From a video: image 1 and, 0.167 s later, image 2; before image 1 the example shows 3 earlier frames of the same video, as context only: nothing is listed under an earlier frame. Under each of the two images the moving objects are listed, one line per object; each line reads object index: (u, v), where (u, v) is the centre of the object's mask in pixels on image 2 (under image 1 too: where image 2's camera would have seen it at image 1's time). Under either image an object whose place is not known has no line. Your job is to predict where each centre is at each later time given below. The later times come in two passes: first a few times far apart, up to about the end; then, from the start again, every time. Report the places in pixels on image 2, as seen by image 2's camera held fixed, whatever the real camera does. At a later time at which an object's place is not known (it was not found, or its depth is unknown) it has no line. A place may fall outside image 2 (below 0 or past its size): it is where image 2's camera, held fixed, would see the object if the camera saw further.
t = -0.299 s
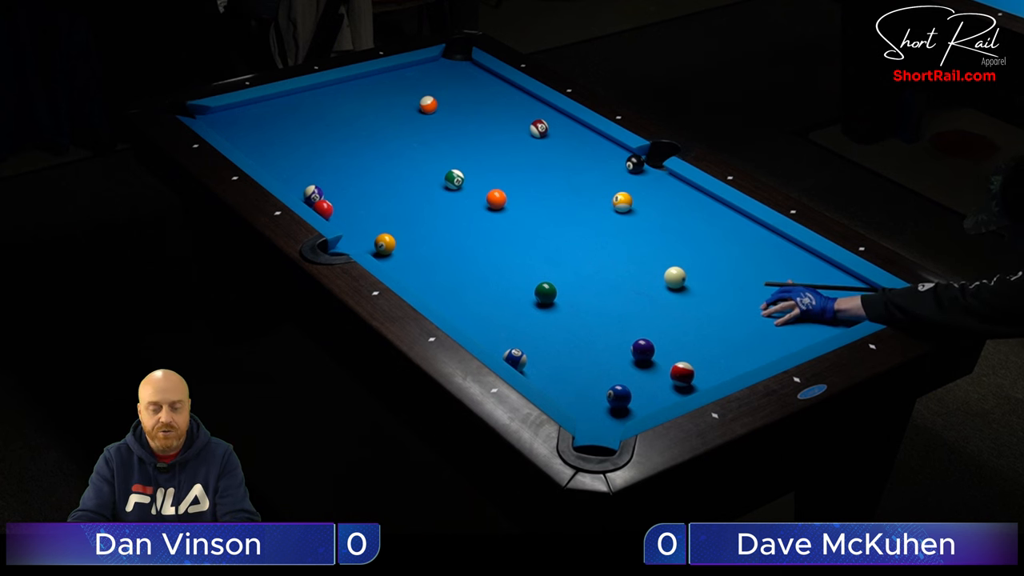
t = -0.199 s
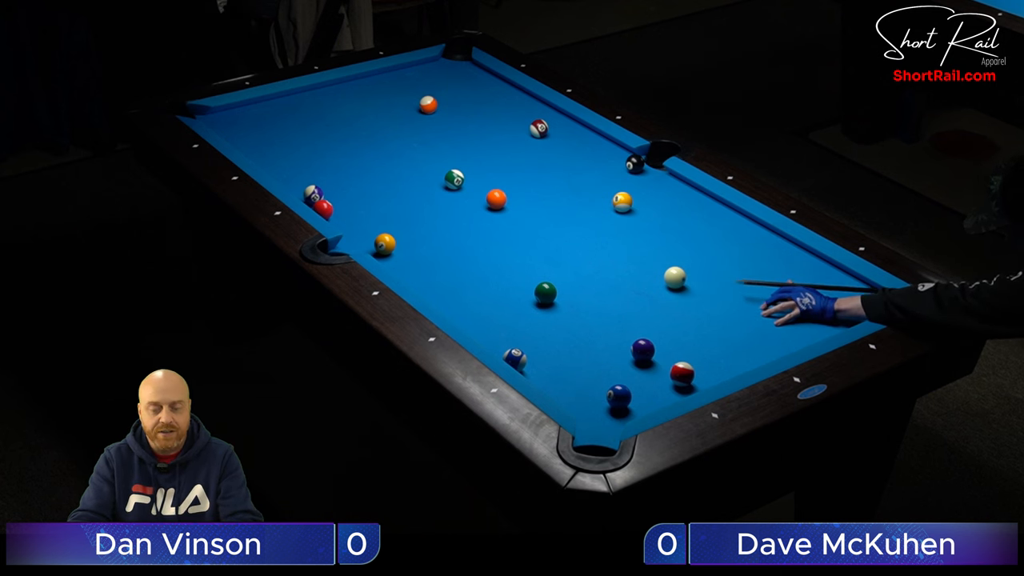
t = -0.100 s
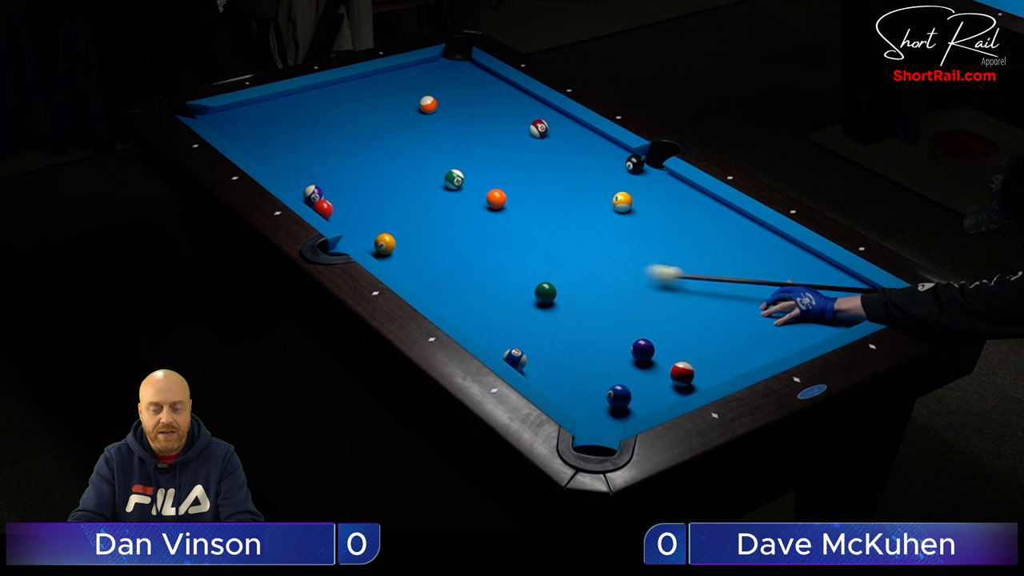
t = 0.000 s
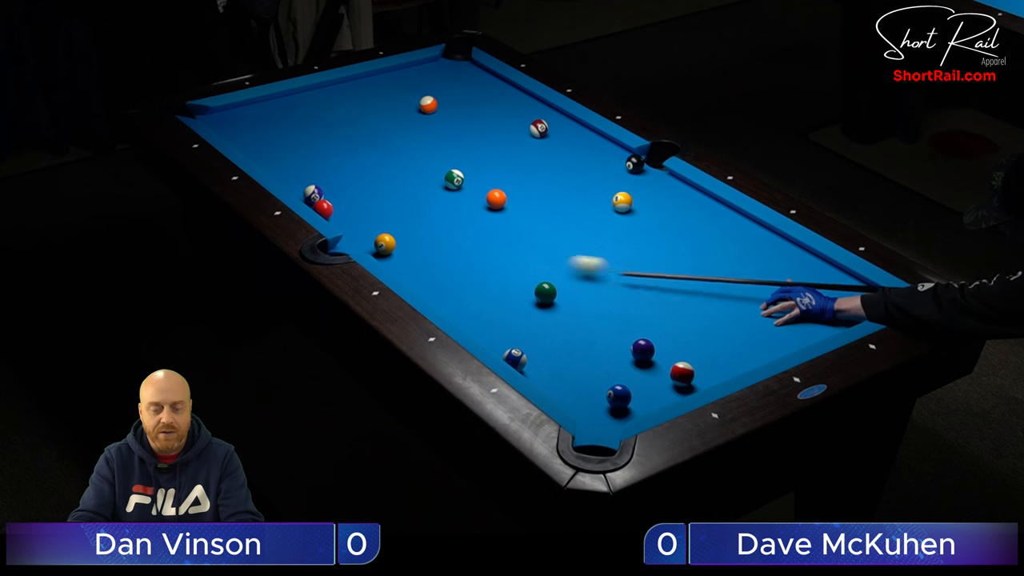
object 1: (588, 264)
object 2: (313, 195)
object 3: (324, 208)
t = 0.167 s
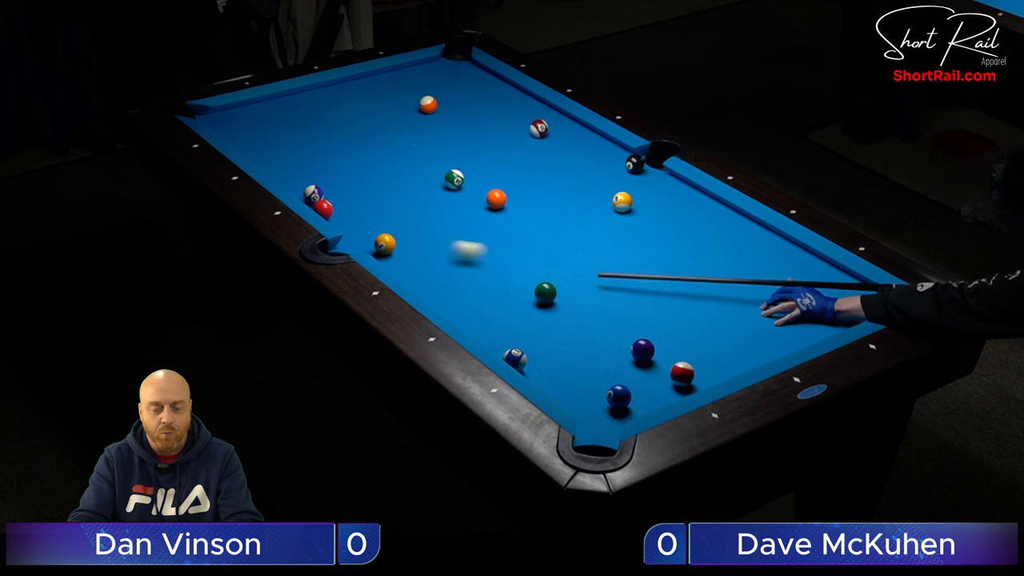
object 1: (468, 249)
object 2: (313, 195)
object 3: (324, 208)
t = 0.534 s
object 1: (372, 224)
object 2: (312, 195)
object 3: (323, 208)
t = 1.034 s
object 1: (348, 200)
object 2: (306, 191)
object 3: (324, 199)
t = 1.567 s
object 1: (361, 184)
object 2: (294, 181)
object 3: (329, 191)
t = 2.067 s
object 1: (372, 173)
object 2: (286, 174)
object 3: (331, 186)
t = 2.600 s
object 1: (381, 165)
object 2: (280, 171)
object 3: (333, 184)
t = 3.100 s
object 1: (387, 160)
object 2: (278, 170)
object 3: (333, 184)
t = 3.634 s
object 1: (391, 158)
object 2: (278, 170)
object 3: (334, 184)
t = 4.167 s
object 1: (392, 158)
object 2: (278, 170)
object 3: (333, 185)
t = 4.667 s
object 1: (393, 158)
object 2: (278, 170)
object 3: (334, 184)
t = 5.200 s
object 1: (393, 158)
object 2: (278, 170)
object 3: (333, 184)
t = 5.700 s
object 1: (393, 158)
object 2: (278, 170)
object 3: (334, 185)
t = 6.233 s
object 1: (392, 158)
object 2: (278, 170)
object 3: (333, 184)
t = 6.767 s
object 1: (392, 158)
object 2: (278, 170)
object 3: (333, 184)
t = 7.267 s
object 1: (392, 158)
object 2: (278, 170)
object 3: (333, 184)
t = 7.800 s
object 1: (392, 158)
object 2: (278, 170)
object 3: (333, 184)
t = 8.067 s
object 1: (392, 158)
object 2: (278, 170)
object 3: (333, 184)
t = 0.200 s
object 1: (445, 247)
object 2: (313, 195)
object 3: (324, 208)
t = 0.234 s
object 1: (421, 244)
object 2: (313, 195)
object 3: (324, 208)
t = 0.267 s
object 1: (406, 243)
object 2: (313, 195)
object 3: (324, 208)
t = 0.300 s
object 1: (405, 241)
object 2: (313, 195)
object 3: (324, 208)
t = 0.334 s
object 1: (402, 238)
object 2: (313, 195)
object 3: (324, 208)
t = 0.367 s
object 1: (399, 236)
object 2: (312, 195)
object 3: (324, 208)
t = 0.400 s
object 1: (395, 233)
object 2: (312, 195)
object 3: (323, 208)
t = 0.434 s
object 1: (390, 231)
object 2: (312, 195)
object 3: (323, 208)
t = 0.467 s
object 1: (384, 228)
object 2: (312, 195)
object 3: (323, 208)
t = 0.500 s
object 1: (378, 226)
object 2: (312, 195)
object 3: (323, 208)
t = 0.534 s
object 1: (372, 224)
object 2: (312, 195)
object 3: (323, 208)
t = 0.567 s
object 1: (366, 221)
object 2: (312, 195)
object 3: (323, 208)
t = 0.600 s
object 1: (360, 219)
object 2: (312, 195)
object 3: (323, 208)
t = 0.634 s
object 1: (355, 217)
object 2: (312, 195)
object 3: (323, 208)
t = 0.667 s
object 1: (349, 215)
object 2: (312, 195)
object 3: (323, 208)
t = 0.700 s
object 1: (344, 212)
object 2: (312, 195)
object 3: (323, 208)
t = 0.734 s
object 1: (343, 211)
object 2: (312, 194)
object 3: (322, 207)
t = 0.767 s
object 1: (342, 209)
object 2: (312, 194)
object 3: (323, 206)
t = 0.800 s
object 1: (342, 208)
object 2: (312, 194)
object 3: (323, 205)
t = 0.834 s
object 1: (343, 207)
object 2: (311, 194)
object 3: (322, 203)
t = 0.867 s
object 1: (343, 205)
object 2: (310, 194)
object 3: (323, 203)
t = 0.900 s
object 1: (344, 204)
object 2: (309, 194)
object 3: (323, 202)
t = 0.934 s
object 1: (344, 203)
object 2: (309, 193)
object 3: (324, 201)
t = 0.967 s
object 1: (346, 202)
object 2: (308, 192)
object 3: (324, 201)
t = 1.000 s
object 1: (347, 201)
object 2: (307, 192)
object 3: (325, 200)
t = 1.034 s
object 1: (348, 200)
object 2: (306, 191)
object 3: (324, 199)
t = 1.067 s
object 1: (348, 199)
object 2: (306, 190)
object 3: (325, 198)
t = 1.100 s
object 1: (349, 197)
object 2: (305, 189)
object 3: (325, 198)
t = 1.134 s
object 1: (350, 196)
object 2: (304, 189)
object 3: (326, 197)
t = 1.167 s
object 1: (351, 195)
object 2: (303, 188)
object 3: (326, 197)
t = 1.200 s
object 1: (352, 194)
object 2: (302, 187)
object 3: (326, 196)
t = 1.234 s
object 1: (353, 193)
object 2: (301, 187)
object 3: (326, 196)
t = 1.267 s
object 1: (354, 192)
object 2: (300, 186)
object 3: (327, 195)
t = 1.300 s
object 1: (355, 191)
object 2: (299, 185)
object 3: (327, 194)
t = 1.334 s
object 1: (355, 190)
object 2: (299, 185)
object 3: (327, 194)
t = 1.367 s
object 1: (356, 189)
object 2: (298, 184)
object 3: (327, 193)
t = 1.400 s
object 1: (357, 188)
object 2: (297, 184)
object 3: (327, 193)
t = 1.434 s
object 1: (358, 187)
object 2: (297, 183)
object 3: (328, 192)
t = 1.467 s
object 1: (359, 187)
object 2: (296, 182)
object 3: (328, 192)
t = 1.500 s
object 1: (359, 186)
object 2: (295, 182)
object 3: (328, 191)
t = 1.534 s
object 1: (360, 185)
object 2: (295, 181)
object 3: (328, 191)
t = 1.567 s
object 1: (361, 184)
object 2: (294, 181)
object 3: (329, 191)
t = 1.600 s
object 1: (362, 183)
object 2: (294, 180)
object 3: (329, 190)
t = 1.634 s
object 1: (363, 182)
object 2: (293, 180)
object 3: (329, 190)
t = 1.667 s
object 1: (364, 182)
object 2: (292, 179)
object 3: (329, 189)
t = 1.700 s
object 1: (364, 181)
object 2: (292, 179)
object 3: (329, 189)
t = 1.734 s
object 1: (365, 180)
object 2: (291, 178)
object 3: (330, 189)
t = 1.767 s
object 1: (366, 179)
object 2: (291, 177)
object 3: (330, 188)
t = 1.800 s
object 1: (366, 179)
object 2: (290, 177)
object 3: (330, 188)
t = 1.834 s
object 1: (367, 178)
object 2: (290, 177)
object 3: (330, 188)
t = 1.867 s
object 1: (368, 177)
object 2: (289, 176)
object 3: (330, 187)
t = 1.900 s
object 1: (369, 177)
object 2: (289, 176)
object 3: (331, 187)
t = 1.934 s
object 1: (369, 176)
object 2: (288, 175)
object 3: (331, 187)
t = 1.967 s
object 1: (370, 175)
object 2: (287, 175)
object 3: (331, 187)
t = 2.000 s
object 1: (371, 174)
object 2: (287, 175)
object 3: (331, 186)
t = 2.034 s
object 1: (371, 174)
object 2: (286, 174)
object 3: (331, 186)
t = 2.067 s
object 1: (372, 173)
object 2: (286, 174)
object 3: (331, 186)
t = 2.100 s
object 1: (373, 173)
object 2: (285, 174)
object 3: (332, 186)
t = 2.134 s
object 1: (373, 172)
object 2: (285, 174)
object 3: (332, 185)
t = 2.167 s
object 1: (374, 171)
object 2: (285, 173)
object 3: (332, 185)
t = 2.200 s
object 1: (375, 171)
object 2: (284, 173)
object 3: (332, 185)
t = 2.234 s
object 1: (375, 170)
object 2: (283, 173)
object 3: (333, 185)
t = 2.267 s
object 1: (376, 170)
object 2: (283, 172)
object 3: (333, 185)
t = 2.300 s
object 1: (376, 169)
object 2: (283, 172)
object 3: (333, 185)
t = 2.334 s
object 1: (377, 169)
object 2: (282, 172)
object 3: (333, 185)
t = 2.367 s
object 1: (377, 168)
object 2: (282, 172)
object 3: (333, 184)
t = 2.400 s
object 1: (378, 168)
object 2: (281, 171)
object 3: (333, 184)
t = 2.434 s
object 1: (379, 167)
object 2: (281, 171)
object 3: (333, 184)
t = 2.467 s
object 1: (379, 167)
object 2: (281, 171)
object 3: (333, 184)
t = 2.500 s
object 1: (380, 166)
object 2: (280, 171)
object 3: (333, 184)
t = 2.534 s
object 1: (380, 166)
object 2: (280, 171)
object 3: (333, 184)
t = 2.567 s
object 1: (380, 165)
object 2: (280, 171)
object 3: (333, 184)
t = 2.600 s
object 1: (381, 165)
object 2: (280, 171)
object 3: (333, 184)
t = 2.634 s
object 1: (382, 165)
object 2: (279, 170)
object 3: (333, 184)
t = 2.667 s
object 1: (382, 164)
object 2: (279, 170)
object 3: (333, 184)
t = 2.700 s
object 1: (382, 164)
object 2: (279, 170)
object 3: (333, 184)
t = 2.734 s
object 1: (383, 163)
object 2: (279, 170)
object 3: (333, 184)
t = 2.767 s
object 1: (383, 163)
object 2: (279, 170)
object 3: (333, 184)
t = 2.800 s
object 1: (383, 163)
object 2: (279, 170)
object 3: (333, 184)
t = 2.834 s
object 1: (384, 162)
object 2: (279, 170)
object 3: (333, 184)
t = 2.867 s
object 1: (384, 162)
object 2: (278, 170)
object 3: (333, 184)
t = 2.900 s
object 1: (385, 162)
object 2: (278, 170)
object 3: (333, 184)
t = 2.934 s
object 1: (385, 161)
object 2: (278, 170)
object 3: (333, 184)
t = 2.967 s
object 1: (386, 161)
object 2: (278, 170)
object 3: (333, 184)
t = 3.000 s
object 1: (386, 161)
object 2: (278, 170)
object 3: (333, 184)
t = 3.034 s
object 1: (386, 160)
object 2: (278, 170)
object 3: (333, 184)
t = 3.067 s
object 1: (387, 160)
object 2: (278, 170)
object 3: (333, 184)
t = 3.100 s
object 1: (387, 160)
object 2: (278, 170)
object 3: (333, 184)
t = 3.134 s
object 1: (387, 160)
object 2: (278, 170)
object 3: (333, 185)
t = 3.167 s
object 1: (388, 160)
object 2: (278, 170)
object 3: (333, 185)
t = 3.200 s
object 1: (388, 159)
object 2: (278, 170)
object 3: (333, 184)
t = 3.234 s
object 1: (388, 159)
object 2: (278, 170)
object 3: (333, 184)
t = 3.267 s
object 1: (389, 159)
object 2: (278, 170)
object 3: (333, 185)
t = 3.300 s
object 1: (389, 159)
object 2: (278, 170)
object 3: (333, 184)
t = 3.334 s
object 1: (389, 159)
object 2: (278, 170)
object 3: (333, 184)
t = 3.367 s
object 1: (390, 159)
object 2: (278, 170)
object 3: (333, 184)
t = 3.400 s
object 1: (390, 158)
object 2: (278, 170)
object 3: (333, 184)
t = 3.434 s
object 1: (390, 158)
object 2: (278, 170)
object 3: (334, 184)
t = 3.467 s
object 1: (390, 158)
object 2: (278, 170)
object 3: (334, 185)
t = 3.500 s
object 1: (391, 158)
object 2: (278, 170)
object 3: (334, 185)
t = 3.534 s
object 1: (391, 158)
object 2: (278, 170)
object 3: (334, 185)
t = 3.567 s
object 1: (391, 158)
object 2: (278, 170)
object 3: (334, 184)
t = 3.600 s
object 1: (391, 158)
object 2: (278, 170)
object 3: (334, 184)
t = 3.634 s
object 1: (391, 158)
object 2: (278, 170)
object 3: (334, 184)
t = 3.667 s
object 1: (391, 158)
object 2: (278, 170)
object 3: (334, 185)
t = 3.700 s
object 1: (391, 158)
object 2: (278, 170)
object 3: (334, 185)
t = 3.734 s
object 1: (391, 158)
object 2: (278, 170)
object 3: (334, 185)
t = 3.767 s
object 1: (392, 158)
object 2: (278, 170)
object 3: (334, 184)
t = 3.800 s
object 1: (392, 158)
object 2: (278, 170)
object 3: (334, 184)
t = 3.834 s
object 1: (392, 158)
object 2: (278, 170)
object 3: (334, 184)
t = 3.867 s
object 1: (392, 158)
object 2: (278, 170)
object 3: (334, 185)
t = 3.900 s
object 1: (392, 158)
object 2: (278, 170)
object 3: (333, 185)
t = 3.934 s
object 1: (392, 158)
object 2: (278, 170)
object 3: (333, 185)
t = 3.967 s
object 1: (392, 158)
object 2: (278, 170)
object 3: (333, 185)
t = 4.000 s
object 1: (392, 158)
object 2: (278, 170)
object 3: (333, 185)
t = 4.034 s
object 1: (392, 158)
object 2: (278, 170)
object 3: (333, 185)
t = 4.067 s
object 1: (392, 158)
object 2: (278, 170)
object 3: (333, 185)
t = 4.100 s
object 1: (392, 158)
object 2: (278, 170)
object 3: (333, 185)
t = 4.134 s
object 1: (392, 158)
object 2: (278, 170)
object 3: (333, 185)
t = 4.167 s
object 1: (392, 158)
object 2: (278, 170)
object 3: (333, 185)
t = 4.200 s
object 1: (392, 158)
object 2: (278, 170)
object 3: (333, 185)
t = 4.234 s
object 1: (392, 158)
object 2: (278, 170)
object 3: (333, 185)
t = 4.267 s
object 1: (392, 158)
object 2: (278, 170)
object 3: (333, 185)
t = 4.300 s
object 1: (392, 158)
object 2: (278, 170)
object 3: (333, 184)
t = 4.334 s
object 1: (392, 158)
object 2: (278, 170)
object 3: (333, 184)
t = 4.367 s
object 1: (393, 158)
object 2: (278, 170)
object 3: (333, 184)
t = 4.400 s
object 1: (393, 158)
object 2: (278, 170)
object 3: (334, 184)
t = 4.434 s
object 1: (393, 158)
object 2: (278, 170)
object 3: (334, 184)
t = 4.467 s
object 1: (393, 158)
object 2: (278, 170)
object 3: (334, 184)
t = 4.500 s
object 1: (393, 158)
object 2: (278, 170)
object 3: (334, 184)
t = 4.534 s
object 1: (393, 158)
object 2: (278, 170)
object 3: (334, 184)
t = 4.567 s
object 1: (393, 158)
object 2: (278, 170)
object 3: (334, 184)
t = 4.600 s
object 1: (393, 158)
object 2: (278, 170)
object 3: (334, 184)
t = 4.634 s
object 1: (393, 158)
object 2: (278, 170)
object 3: (334, 184)
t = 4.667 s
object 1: (393, 158)
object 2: (278, 170)
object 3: (334, 184)
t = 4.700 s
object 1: (393, 158)
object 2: (278, 170)
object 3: (334, 184)
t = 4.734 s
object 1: (393, 158)
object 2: (278, 170)
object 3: (334, 184)
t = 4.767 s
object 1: (393, 158)
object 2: (278, 170)
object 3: (334, 184)
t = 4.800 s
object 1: (393, 158)
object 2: (278, 170)
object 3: (334, 184)
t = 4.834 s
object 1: (393, 158)
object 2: (278, 170)
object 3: (334, 184)
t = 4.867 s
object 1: (393, 158)
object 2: (278, 170)
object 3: (334, 184)
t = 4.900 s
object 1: (393, 158)
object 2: (278, 170)
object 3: (334, 184)
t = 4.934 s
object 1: (393, 158)
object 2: (278, 170)
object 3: (334, 184)
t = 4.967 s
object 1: (393, 158)
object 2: (278, 170)
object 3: (334, 184)
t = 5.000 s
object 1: (392, 158)
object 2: (278, 170)
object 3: (333, 184)
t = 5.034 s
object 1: (392, 158)
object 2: (278, 170)
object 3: (333, 184)
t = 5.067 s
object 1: (392, 158)
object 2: (278, 170)
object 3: (333, 184)
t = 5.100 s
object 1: (392, 158)
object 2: (278, 170)
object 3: (333, 184)
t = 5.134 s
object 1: (392, 158)
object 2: (278, 170)
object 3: (333, 184)
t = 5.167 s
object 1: (392, 158)
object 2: (278, 170)
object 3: (333, 185)
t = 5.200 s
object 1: (393, 158)
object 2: (278, 170)
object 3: (333, 184)
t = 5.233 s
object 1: (393, 158)
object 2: (278, 170)
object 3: (333, 184)
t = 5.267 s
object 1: (393, 158)
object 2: (278, 170)
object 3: (333, 184)
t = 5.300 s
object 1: (393, 158)
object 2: (278, 170)
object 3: (333, 184)
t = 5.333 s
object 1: (393, 158)
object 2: (278, 170)
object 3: (333, 184)
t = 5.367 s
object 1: (393, 158)
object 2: (278, 170)
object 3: (333, 184)
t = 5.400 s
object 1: (393, 158)
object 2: (278, 170)
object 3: (334, 184)
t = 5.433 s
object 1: (393, 158)
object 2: (278, 170)
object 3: (334, 185)
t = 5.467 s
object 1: (393, 158)
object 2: (278, 170)
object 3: (334, 185)
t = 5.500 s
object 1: (393, 158)
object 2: (278, 170)
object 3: (334, 185)
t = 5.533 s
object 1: (393, 158)
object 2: (278, 170)
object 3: (334, 185)
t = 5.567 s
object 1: (393, 158)
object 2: (278, 170)
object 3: (334, 185)
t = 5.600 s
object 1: (393, 158)
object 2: (278, 170)
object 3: (334, 185)
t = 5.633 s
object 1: (393, 158)
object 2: (278, 170)
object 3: (334, 185)
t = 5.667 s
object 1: (393, 158)
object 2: (278, 170)
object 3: (334, 184)
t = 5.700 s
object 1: (393, 158)
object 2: (278, 170)
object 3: (334, 185)
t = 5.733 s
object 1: (393, 158)
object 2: (278, 170)
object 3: (334, 185)
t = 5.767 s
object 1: (393, 158)
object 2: (278, 170)
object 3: (334, 184)
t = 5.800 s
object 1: (393, 158)
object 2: (278, 170)
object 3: (334, 184)
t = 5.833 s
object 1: (393, 158)
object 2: (278, 170)
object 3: (334, 184)
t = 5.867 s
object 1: (393, 158)
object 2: (278, 170)
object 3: (334, 184)
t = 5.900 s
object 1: (393, 158)
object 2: (278, 170)
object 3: (334, 184)
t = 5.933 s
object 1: (393, 158)
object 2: (278, 170)
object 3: (333, 184)
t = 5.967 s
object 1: (392, 158)
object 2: (278, 170)
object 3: (333, 184)
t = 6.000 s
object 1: (392, 158)
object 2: (278, 170)
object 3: (333, 184)
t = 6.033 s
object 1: (392, 158)
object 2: (278, 170)
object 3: (333, 184)
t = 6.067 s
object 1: (392, 158)
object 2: (278, 170)
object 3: (333, 184)
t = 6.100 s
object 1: (392, 158)
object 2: (278, 170)
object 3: (333, 184)
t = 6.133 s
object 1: (393, 158)
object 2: (278, 170)
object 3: (333, 184)
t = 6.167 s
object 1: (393, 158)
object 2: (278, 170)
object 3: (333, 184)
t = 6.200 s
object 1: (393, 158)
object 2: (278, 170)
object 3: (333, 184)
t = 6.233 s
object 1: (392, 158)
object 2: (278, 170)
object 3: (333, 184)
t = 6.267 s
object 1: (392, 158)
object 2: (278, 170)
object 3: (333, 184)
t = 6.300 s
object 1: (392, 158)
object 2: (278, 170)
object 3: (333, 184)
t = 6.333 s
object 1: (392, 158)
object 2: (278, 170)
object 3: (333, 184)
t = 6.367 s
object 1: (392, 158)
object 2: (278, 170)
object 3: (333, 184)
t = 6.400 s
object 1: (392, 158)
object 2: (278, 170)
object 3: (333, 184)
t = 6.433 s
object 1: (392, 158)
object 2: (278, 170)
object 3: (333, 184)
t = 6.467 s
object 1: (392, 158)
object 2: (278, 170)
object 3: (333, 184)
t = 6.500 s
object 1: (392, 158)
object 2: (278, 170)
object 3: (333, 184)
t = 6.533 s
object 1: (392, 158)
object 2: (278, 170)
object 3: (333, 184)
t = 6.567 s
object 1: (392, 158)
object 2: (278, 170)
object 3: (333, 184)
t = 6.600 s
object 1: (392, 158)
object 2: (278, 170)
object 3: (333, 184)
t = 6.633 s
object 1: (392, 158)
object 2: (278, 170)
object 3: (333, 184)
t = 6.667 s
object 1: (392, 158)
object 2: (278, 170)
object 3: (333, 184)
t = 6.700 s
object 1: (392, 158)
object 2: (278, 170)
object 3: (333, 184)
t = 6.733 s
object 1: (392, 158)
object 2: (278, 170)
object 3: (333, 184)
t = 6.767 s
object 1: (392, 158)
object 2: (278, 170)
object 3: (333, 184)
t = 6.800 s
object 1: (392, 158)
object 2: (278, 170)
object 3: (333, 184)
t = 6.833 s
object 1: (392, 158)
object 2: (278, 170)
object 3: (333, 184)
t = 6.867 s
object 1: (392, 157)
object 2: (277, 170)
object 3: (333, 184)
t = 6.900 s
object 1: (392, 158)
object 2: (277, 170)
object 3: (333, 184)
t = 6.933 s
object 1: (392, 158)
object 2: (277, 170)
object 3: (333, 184)
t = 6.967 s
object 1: (392, 158)
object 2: (277, 170)
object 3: (333, 184)
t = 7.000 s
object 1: (392, 158)
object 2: (278, 170)
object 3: (333, 184)
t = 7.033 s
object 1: (392, 158)
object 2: (278, 170)
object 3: (333, 184)
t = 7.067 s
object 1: (392, 158)
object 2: (278, 170)
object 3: (333, 184)
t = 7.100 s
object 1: (392, 158)
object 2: (278, 170)
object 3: (333, 184)
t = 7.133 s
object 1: (392, 158)
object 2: (278, 170)
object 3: (333, 184)
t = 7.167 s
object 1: (392, 158)
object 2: (278, 170)
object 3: (333, 184)
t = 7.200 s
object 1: (392, 158)
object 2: (278, 170)
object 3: (333, 184)
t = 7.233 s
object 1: (392, 158)
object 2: (278, 170)
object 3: (333, 184)
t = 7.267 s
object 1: (392, 158)
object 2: (278, 170)
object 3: (333, 184)
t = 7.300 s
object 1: (392, 158)
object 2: (278, 170)
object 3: (333, 184)
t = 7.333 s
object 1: (392, 158)
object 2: (278, 170)
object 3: (333, 184)
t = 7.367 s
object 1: (392, 158)
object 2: (278, 170)
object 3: (333, 184)
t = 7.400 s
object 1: (392, 158)
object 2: (278, 170)
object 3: (333, 184)
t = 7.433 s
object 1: (393, 158)
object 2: (278, 170)
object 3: (333, 184)
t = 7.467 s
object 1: (393, 158)
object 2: (278, 170)
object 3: (333, 184)
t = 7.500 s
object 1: (393, 158)
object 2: (278, 170)
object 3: (333, 184)
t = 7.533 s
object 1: (392, 158)
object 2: (278, 170)
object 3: (333, 184)
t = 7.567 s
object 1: (392, 158)
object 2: (278, 170)
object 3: (333, 184)
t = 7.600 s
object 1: (392, 158)
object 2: (278, 170)
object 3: (333, 184)
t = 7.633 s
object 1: (392, 158)
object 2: (278, 170)
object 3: (333, 184)
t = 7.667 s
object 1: (392, 158)
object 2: (278, 170)
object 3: (333, 184)
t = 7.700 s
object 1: (392, 158)
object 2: (278, 170)
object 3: (333, 184)
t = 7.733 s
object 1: (393, 158)
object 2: (278, 170)
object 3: (333, 184)
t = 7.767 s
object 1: (392, 158)
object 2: (278, 170)
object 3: (333, 184)
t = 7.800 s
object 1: (392, 158)
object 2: (278, 170)
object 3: (333, 184)
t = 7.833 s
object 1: (392, 158)
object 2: (278, 170)
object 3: (333, 184)
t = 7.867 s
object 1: (392, 158)
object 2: (278, 170)
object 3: (333, 184)
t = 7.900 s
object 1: (392, 158)
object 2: (278, 170)
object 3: (333, 184)
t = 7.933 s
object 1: (392, 158)
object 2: (278, 170)
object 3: (333, 184)
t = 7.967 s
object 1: (393, 158)
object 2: (278, 170)
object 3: (333, 184)
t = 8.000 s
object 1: (393, 158)
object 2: (278, 170)
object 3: (333, 184)
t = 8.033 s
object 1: (392, 158)
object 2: (278, 170)
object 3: (333, 184)
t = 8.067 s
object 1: (392, 158)
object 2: (278, 170)
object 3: (333, 184)
